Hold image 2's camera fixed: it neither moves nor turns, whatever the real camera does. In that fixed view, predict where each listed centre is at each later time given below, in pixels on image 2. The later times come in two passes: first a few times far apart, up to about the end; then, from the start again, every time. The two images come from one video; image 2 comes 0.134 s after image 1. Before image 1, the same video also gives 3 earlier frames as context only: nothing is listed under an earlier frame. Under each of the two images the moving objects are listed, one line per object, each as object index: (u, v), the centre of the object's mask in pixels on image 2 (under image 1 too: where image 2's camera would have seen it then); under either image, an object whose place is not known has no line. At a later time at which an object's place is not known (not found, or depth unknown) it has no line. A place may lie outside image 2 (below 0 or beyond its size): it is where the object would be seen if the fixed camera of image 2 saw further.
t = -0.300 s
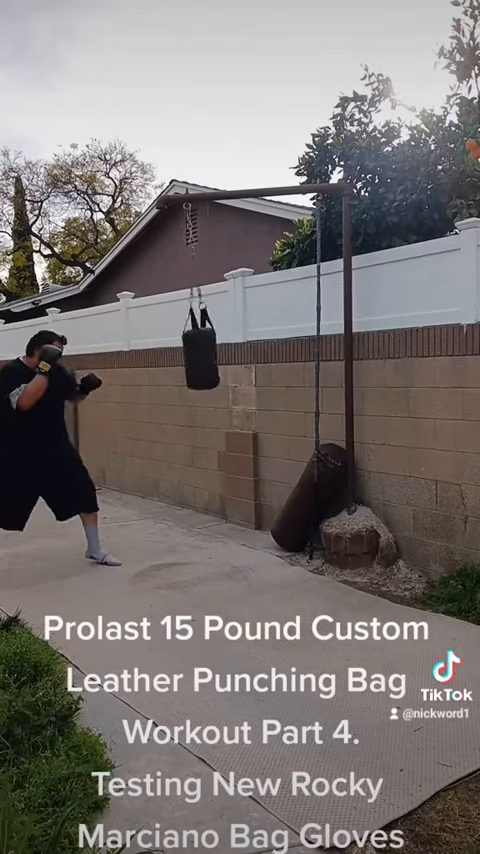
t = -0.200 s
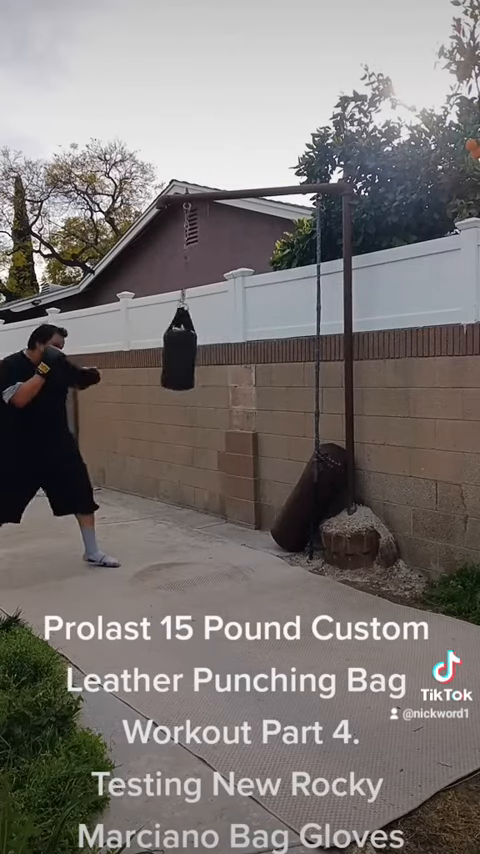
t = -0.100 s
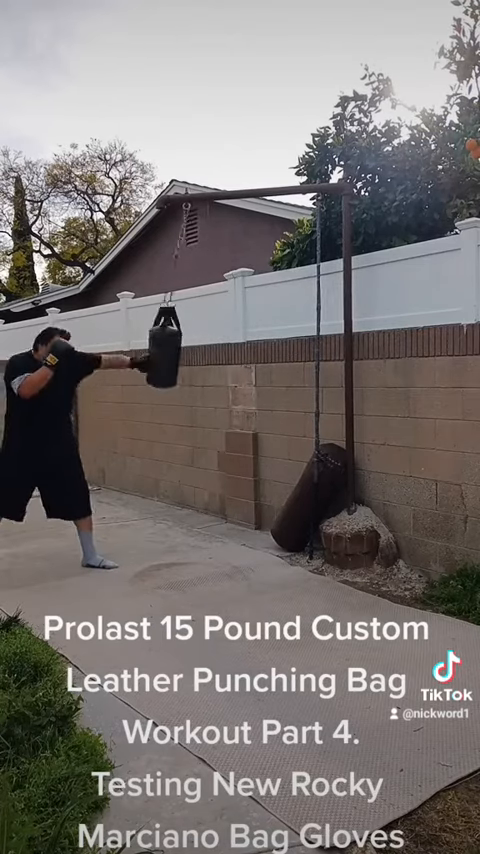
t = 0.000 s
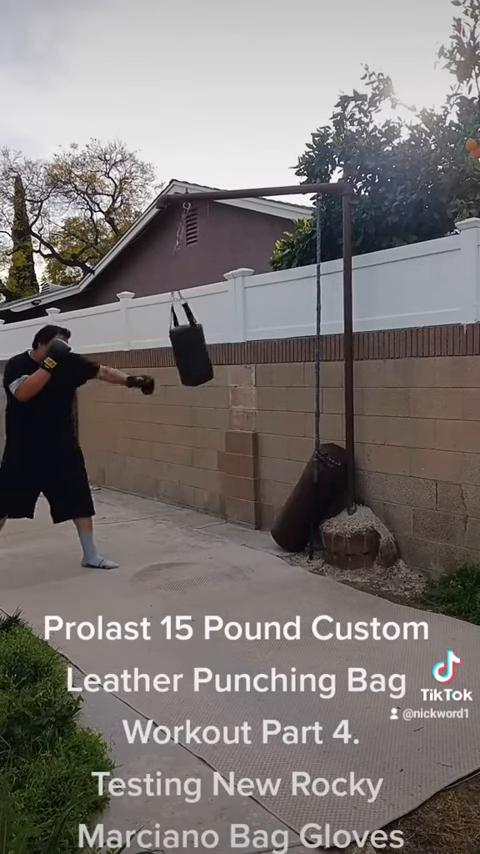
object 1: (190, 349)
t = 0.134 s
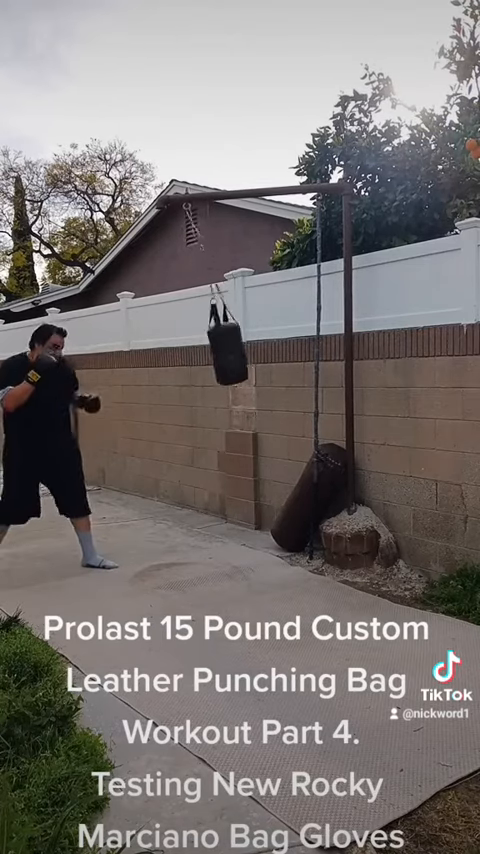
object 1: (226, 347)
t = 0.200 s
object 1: (240, 340)
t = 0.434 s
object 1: (268, 323)
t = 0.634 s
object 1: (269, 327)
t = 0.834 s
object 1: (242, 341)
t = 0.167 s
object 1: (233, 343)
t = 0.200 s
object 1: (240, 340)
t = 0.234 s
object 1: (246, 338)
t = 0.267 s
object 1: (252, 335)
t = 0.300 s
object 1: (257, 333)
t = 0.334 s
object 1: (261, 330)
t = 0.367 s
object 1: (263, 327)
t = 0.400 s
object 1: (266, 325)
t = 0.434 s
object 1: (268, 323)
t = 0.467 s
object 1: (270, 323)
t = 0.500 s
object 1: (272, 324)
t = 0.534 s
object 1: (273, 325)
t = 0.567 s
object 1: (273, 327)
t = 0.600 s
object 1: (272, 327)
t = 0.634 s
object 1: (269, 327)
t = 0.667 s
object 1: (265, 328)
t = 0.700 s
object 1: (262, 330)
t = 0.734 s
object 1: (258, 333)
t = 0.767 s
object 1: (253, 335)
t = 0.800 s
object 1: (248, 338)
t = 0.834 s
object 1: (242, 341)
